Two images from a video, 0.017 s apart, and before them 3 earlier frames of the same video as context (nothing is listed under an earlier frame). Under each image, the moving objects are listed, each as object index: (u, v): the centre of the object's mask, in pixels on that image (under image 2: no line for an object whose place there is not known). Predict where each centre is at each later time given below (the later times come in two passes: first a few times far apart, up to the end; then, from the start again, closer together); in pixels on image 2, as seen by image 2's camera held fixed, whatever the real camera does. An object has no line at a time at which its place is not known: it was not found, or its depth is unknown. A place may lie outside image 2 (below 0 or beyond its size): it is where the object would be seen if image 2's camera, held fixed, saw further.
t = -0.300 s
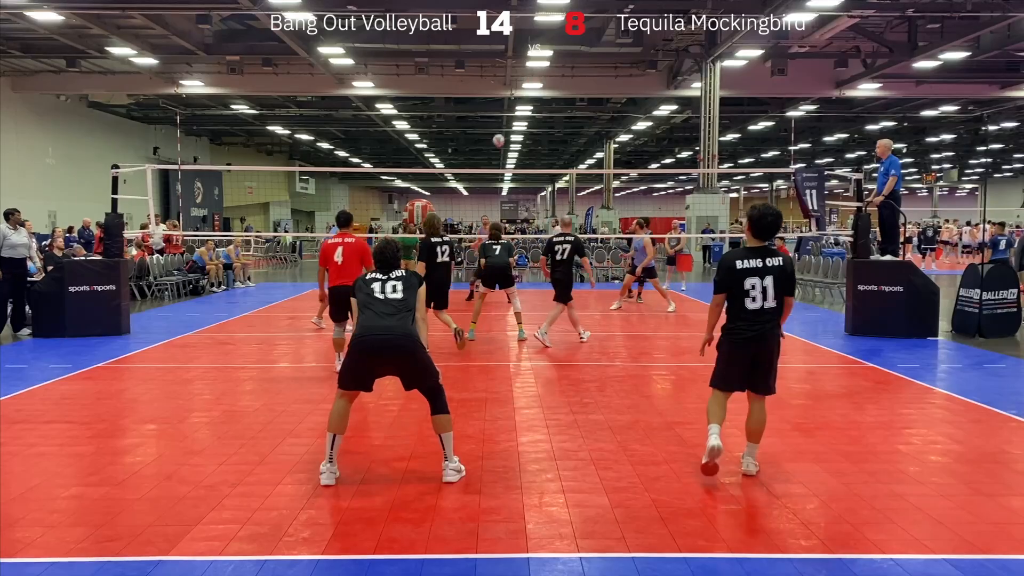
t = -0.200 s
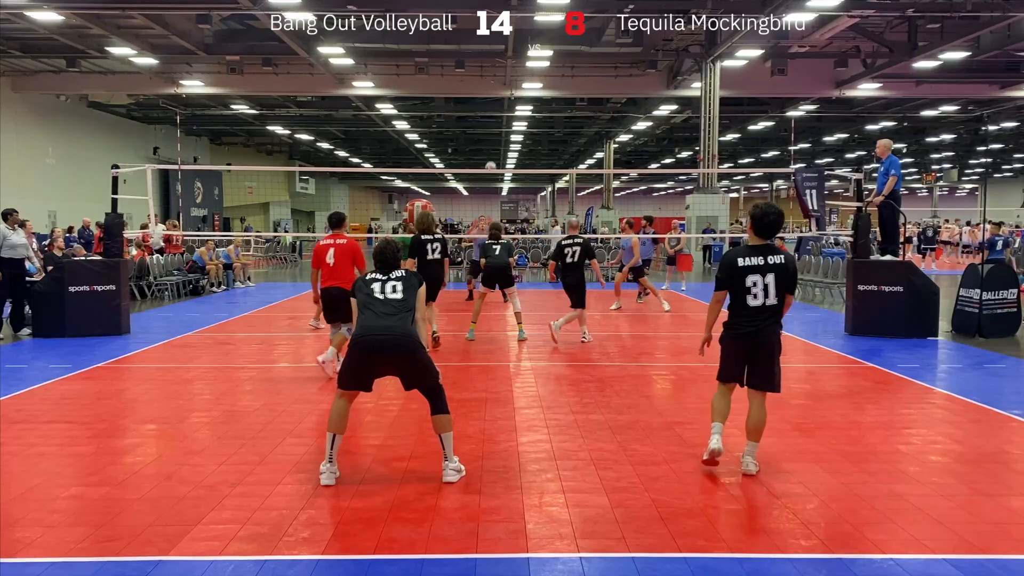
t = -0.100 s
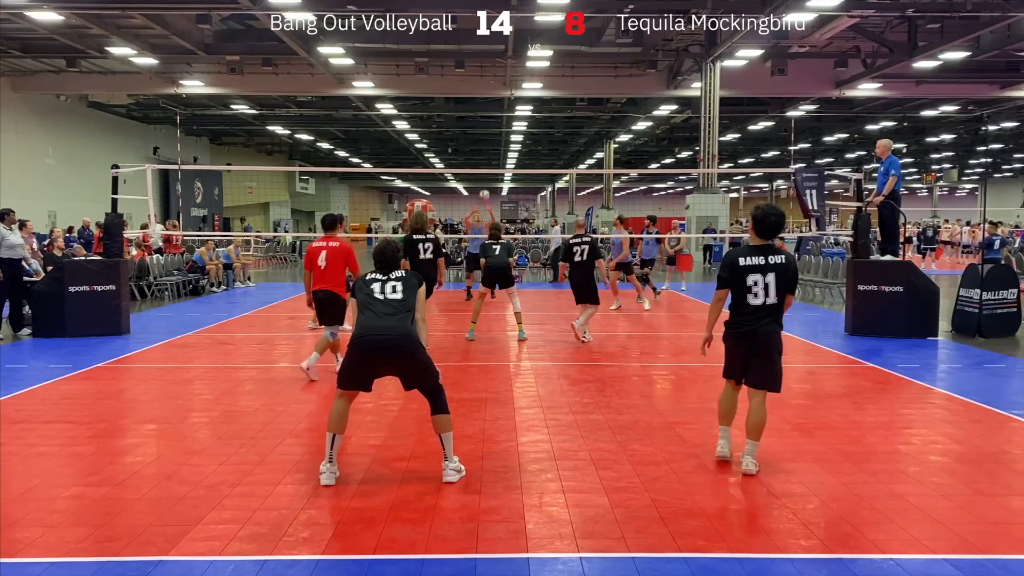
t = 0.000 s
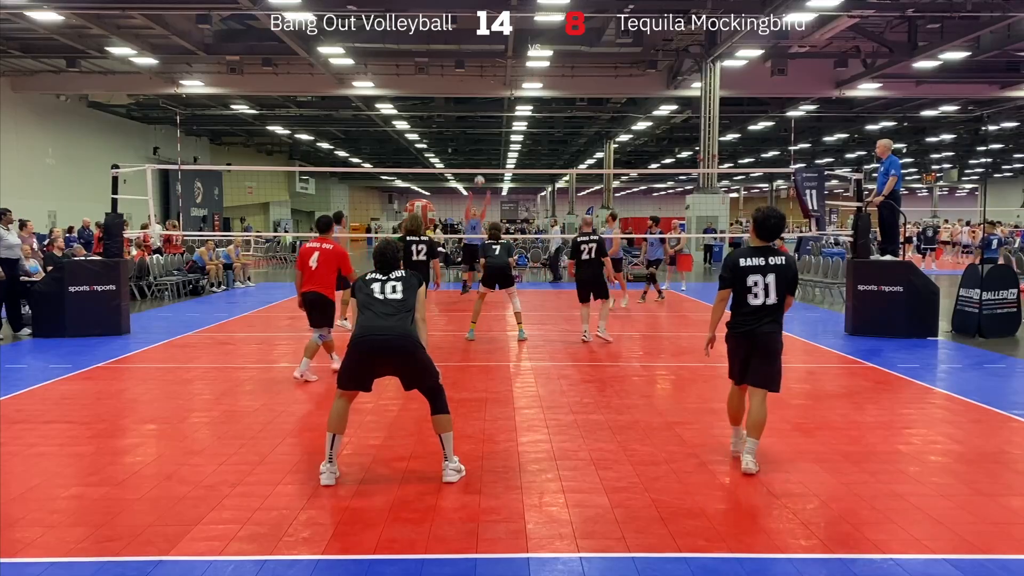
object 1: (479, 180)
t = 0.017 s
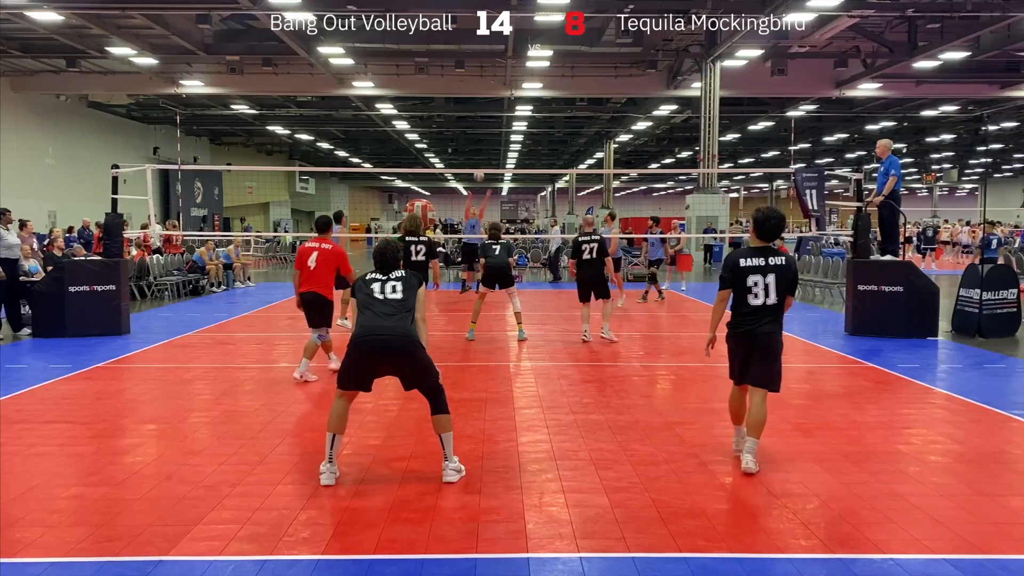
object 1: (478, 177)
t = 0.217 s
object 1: (473, 121)
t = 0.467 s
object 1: (467, 74)
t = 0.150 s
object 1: (475, 137)
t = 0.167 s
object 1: (474, 133)
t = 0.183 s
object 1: (474, 129)
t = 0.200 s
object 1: (474, 125)
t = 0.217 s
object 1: (473, 121)
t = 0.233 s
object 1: (473, 117)
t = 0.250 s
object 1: (473, 113)
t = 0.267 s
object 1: (472, 109)
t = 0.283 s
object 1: (472, 106)
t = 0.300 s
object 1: (471, 102)
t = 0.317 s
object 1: (471, 99)
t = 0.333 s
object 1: (471, 96)
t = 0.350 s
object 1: (470, 93)
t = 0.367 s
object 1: (470, 89)
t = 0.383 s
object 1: (469, 86)
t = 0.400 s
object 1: (469, 84)
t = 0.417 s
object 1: (469, 81)
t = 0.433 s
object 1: (468, 79)
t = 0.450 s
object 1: (468, 77)
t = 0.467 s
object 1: (467, 74)
